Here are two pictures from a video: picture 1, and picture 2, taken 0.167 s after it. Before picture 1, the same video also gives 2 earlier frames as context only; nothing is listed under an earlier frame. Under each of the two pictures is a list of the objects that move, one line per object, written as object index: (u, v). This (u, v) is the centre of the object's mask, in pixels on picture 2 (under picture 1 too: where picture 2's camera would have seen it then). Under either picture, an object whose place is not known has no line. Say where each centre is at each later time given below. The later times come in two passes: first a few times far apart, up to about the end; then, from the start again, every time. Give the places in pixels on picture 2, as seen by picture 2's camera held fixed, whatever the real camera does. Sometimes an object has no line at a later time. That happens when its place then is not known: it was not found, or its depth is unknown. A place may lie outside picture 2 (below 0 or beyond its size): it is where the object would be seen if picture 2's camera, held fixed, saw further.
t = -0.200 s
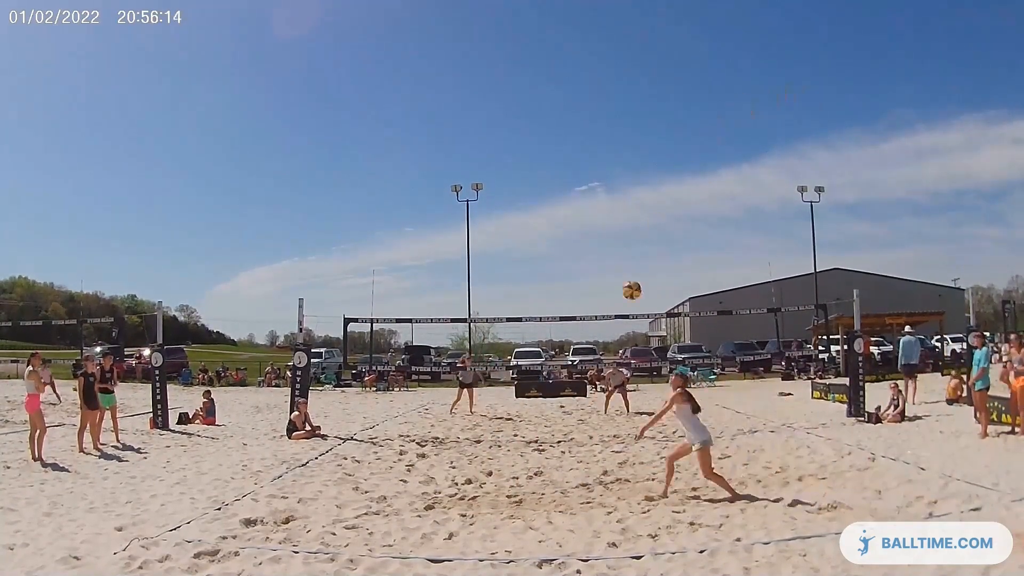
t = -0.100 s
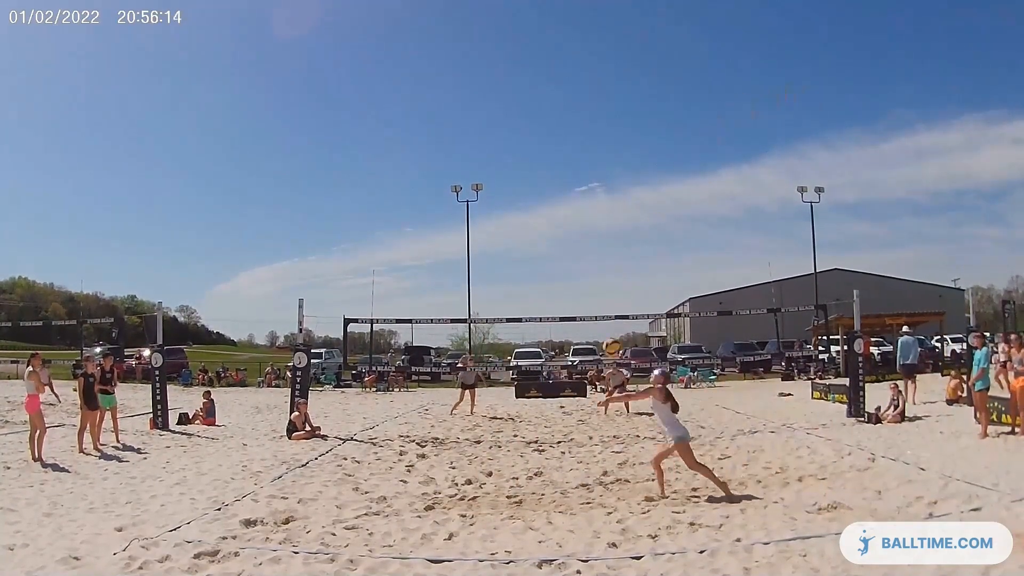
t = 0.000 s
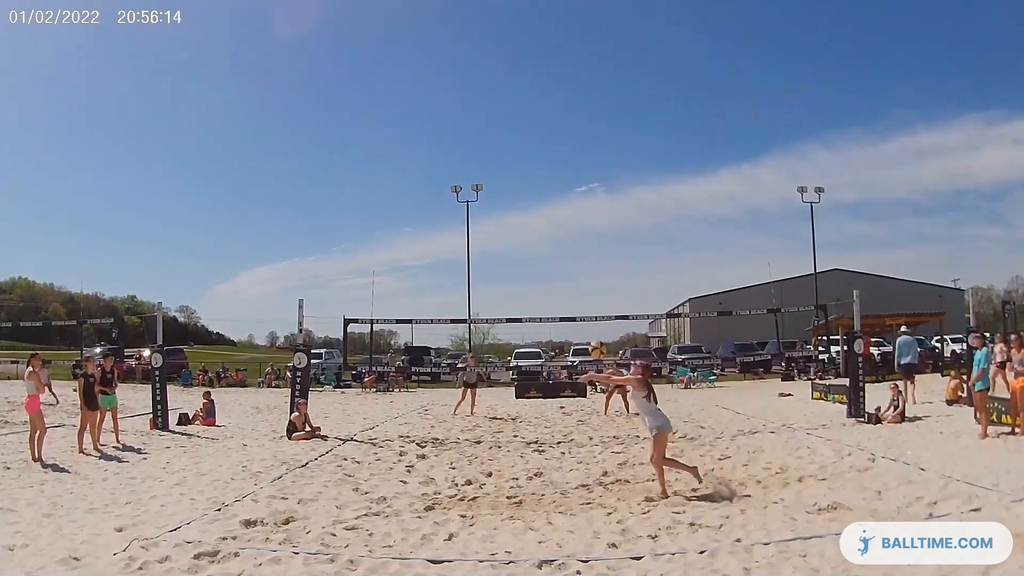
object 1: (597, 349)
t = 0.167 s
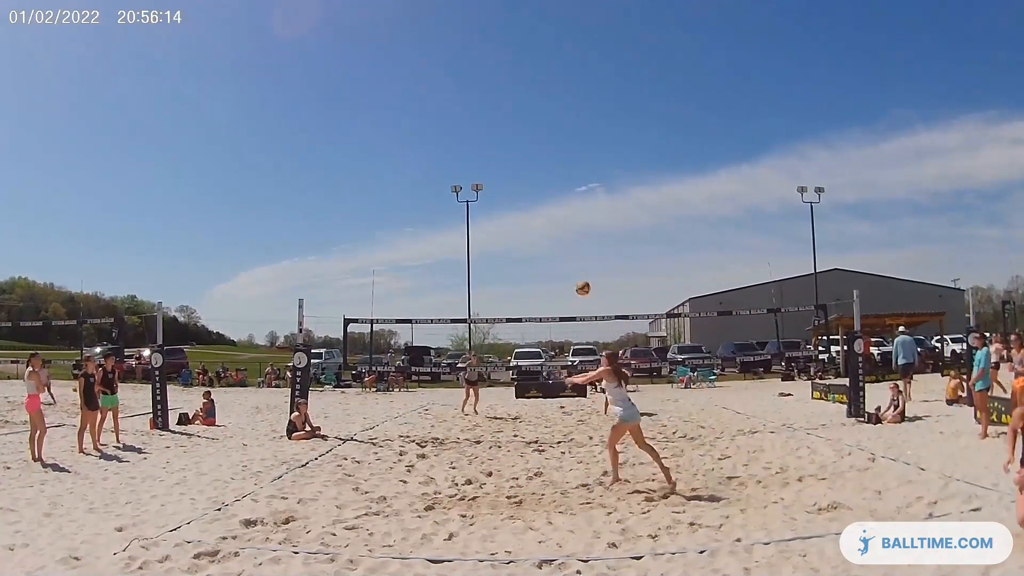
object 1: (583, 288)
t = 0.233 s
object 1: (579, 274)
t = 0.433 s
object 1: (568, 256)
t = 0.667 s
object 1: (560, 267)
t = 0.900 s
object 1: (553, 301)
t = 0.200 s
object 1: (581, 280)
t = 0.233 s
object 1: (579, 274)
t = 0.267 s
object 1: (577, 269)
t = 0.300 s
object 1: (575, 265)
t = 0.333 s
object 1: (573, 261)
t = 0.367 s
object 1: (571, 259)
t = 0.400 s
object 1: (570, 257)
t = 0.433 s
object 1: (568, 256)
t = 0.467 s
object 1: (567, 256)
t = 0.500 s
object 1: (566, 256)
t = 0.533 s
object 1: (564, 257)
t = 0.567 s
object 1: (563, 259)
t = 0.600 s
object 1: (562, 261)
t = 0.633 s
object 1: (561, 264)
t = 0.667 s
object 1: (560, 267)
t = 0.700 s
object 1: (559, 270)
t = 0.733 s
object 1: (558, 274)
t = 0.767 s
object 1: (557, 279)
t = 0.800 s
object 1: (556, 284)
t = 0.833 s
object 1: (555, 289)
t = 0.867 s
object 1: (554, 295)
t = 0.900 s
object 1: (553, 301)
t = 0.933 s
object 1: (553, 307)
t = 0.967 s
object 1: (552, 313)
